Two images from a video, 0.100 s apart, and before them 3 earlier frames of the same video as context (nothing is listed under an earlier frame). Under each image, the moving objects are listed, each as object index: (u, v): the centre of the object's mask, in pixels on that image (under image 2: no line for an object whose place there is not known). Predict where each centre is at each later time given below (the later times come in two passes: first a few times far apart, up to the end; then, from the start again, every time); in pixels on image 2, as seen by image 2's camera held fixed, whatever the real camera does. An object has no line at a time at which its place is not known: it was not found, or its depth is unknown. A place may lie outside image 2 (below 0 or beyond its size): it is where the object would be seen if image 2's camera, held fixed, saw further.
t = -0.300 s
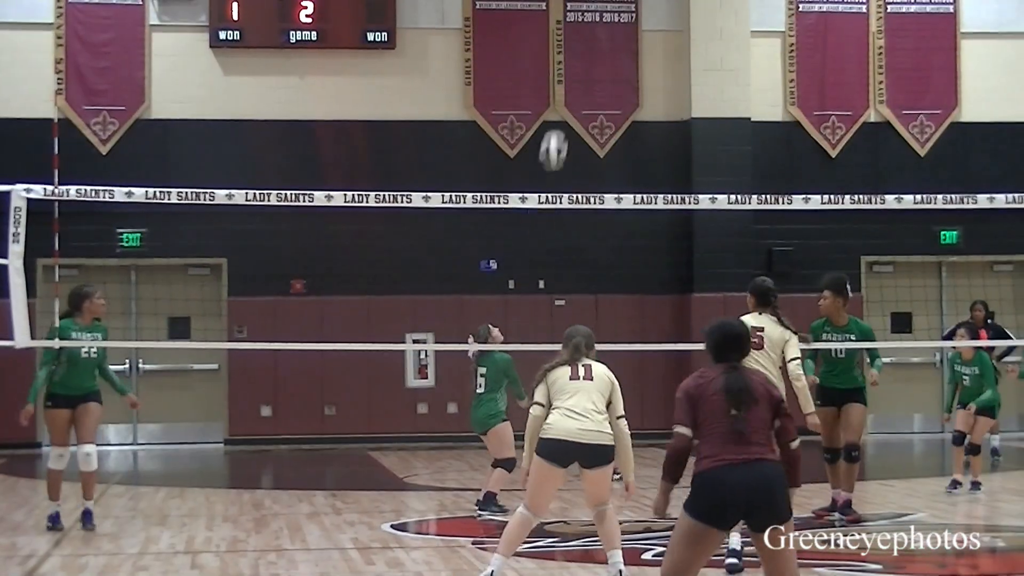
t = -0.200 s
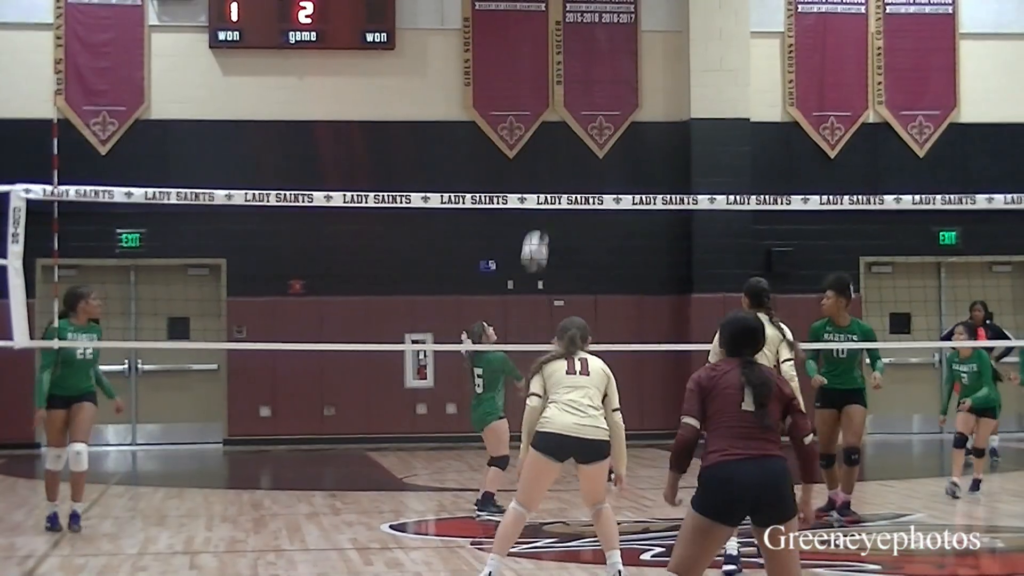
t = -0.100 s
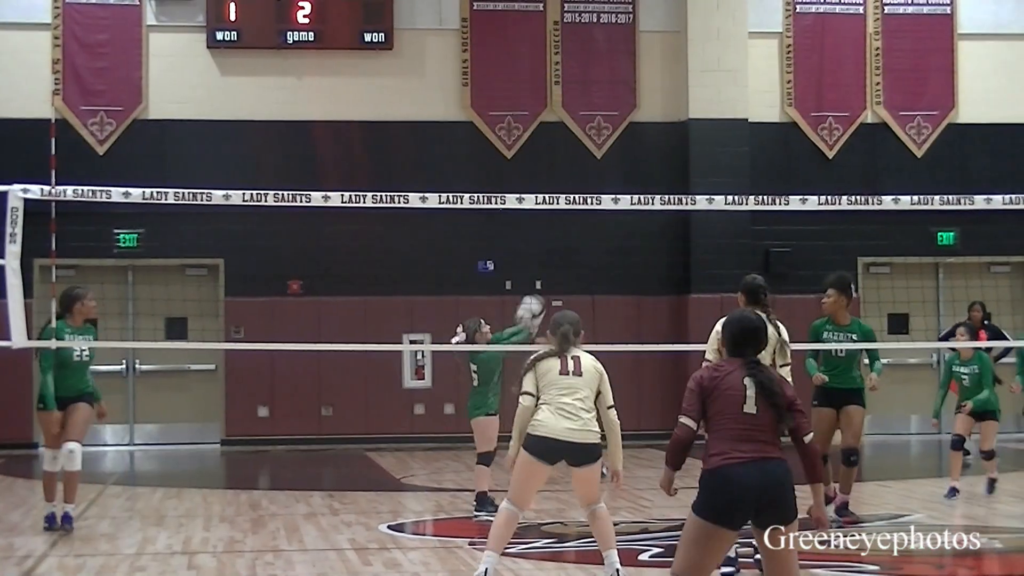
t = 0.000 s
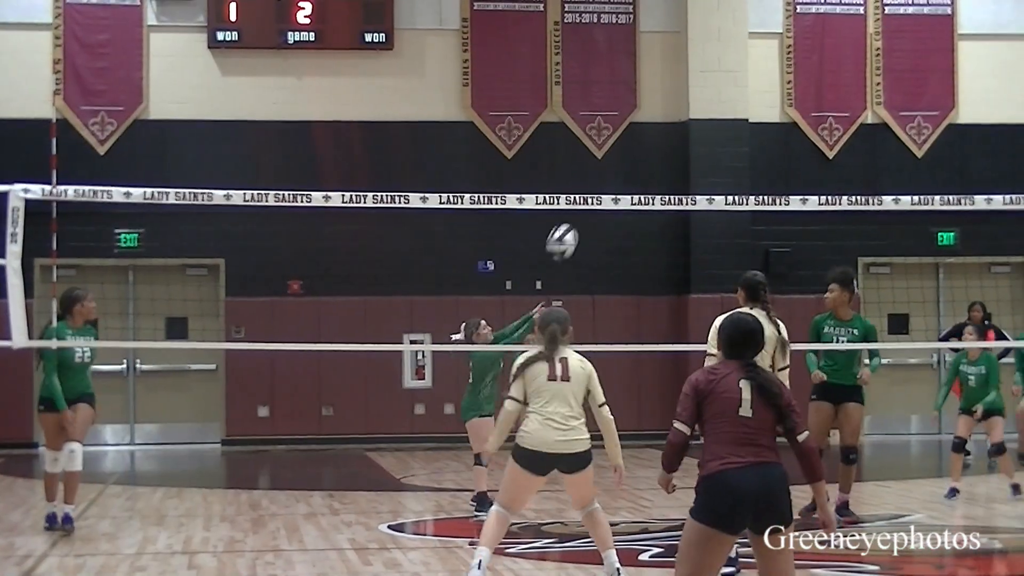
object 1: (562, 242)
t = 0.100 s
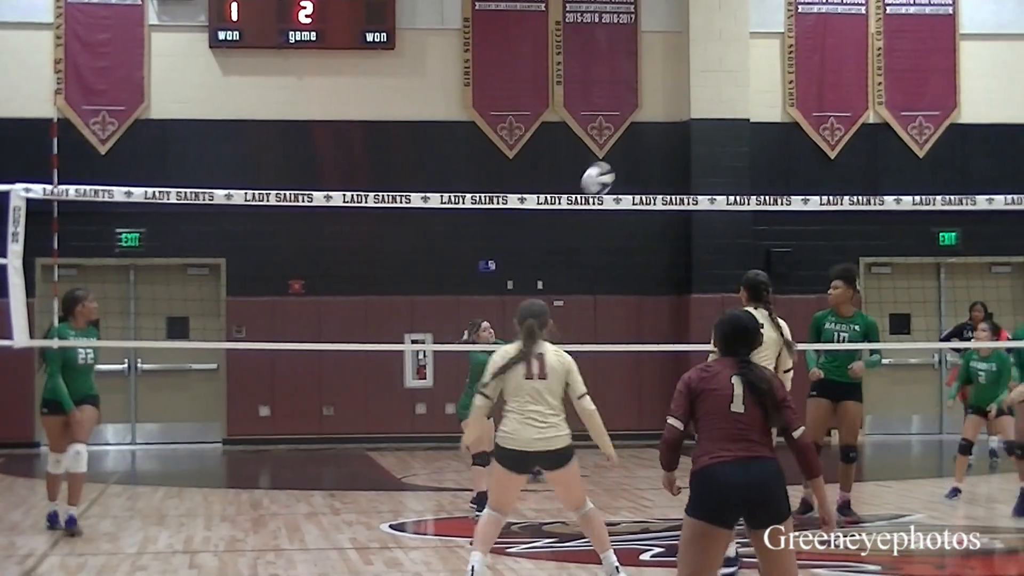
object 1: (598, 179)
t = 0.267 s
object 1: (662, 99)
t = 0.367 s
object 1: (704, 67)
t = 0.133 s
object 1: (610, 162)
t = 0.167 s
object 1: (622, 145)
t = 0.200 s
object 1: (634, 129)
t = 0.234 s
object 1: (649, 113)
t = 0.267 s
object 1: (662, 99)
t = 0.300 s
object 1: (675, 87)
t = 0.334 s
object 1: (689, 76)
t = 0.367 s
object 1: (704, 67)
